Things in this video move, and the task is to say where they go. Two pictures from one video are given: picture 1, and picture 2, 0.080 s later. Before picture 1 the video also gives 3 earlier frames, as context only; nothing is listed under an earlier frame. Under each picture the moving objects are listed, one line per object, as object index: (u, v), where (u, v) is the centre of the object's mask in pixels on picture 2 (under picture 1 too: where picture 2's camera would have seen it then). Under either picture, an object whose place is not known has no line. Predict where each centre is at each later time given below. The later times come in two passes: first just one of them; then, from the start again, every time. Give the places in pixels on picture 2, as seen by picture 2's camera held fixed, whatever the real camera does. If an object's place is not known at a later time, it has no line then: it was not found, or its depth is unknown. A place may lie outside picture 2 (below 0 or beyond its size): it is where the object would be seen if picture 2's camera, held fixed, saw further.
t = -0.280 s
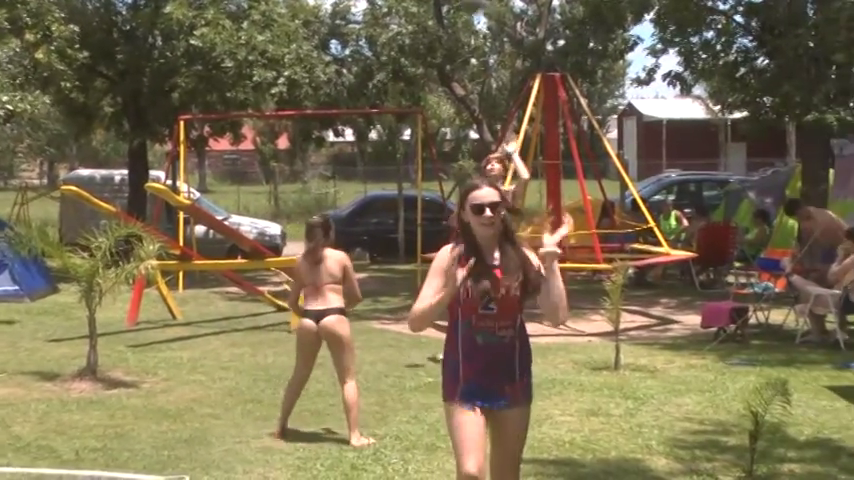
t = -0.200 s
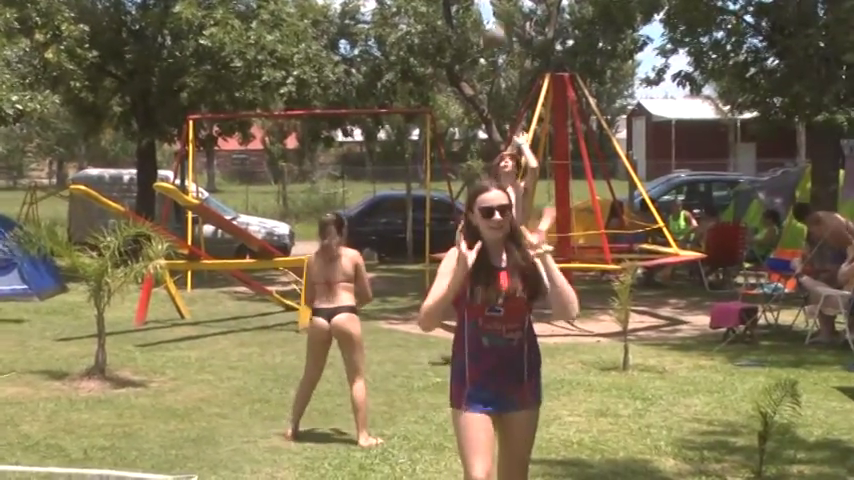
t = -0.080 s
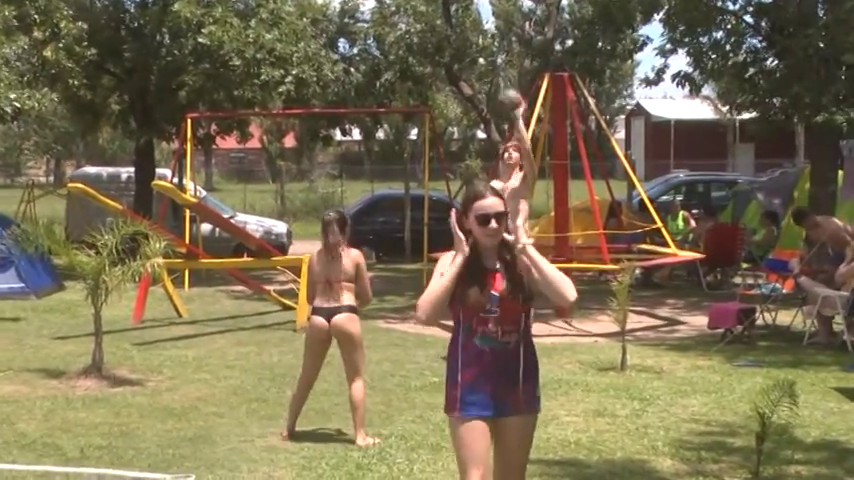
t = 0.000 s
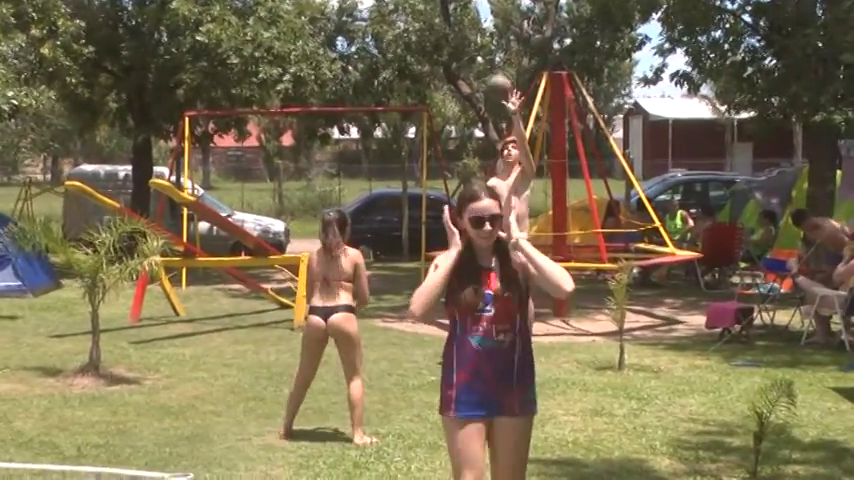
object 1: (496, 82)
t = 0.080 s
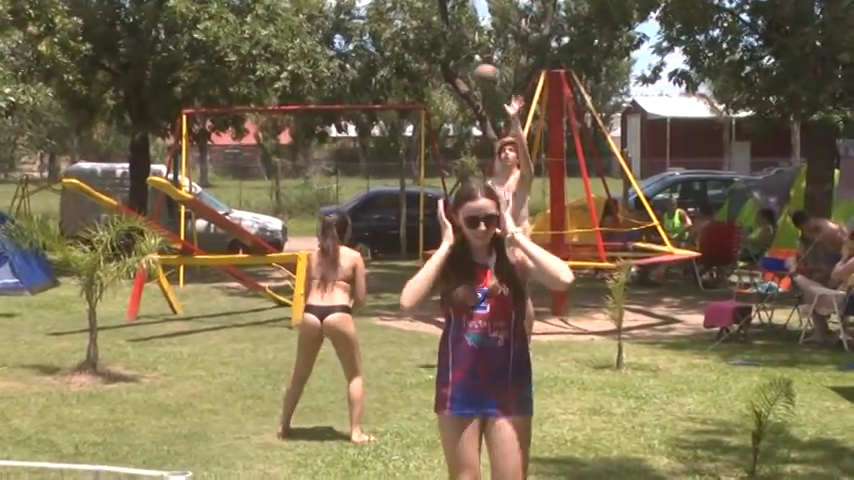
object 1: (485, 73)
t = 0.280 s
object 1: (460, 86)
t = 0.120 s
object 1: (480, 72)
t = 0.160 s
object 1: (476, 74)
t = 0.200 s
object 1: (469, 78)
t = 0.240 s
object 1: (464, 82)
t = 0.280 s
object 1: (460, 86)
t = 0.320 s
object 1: (454, 93)
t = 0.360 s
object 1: (447, 101)
